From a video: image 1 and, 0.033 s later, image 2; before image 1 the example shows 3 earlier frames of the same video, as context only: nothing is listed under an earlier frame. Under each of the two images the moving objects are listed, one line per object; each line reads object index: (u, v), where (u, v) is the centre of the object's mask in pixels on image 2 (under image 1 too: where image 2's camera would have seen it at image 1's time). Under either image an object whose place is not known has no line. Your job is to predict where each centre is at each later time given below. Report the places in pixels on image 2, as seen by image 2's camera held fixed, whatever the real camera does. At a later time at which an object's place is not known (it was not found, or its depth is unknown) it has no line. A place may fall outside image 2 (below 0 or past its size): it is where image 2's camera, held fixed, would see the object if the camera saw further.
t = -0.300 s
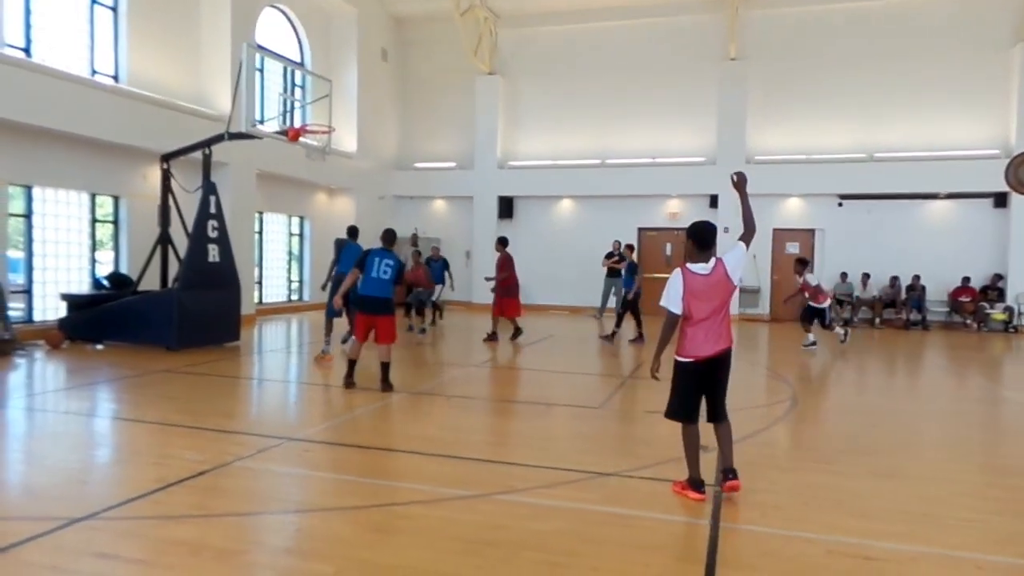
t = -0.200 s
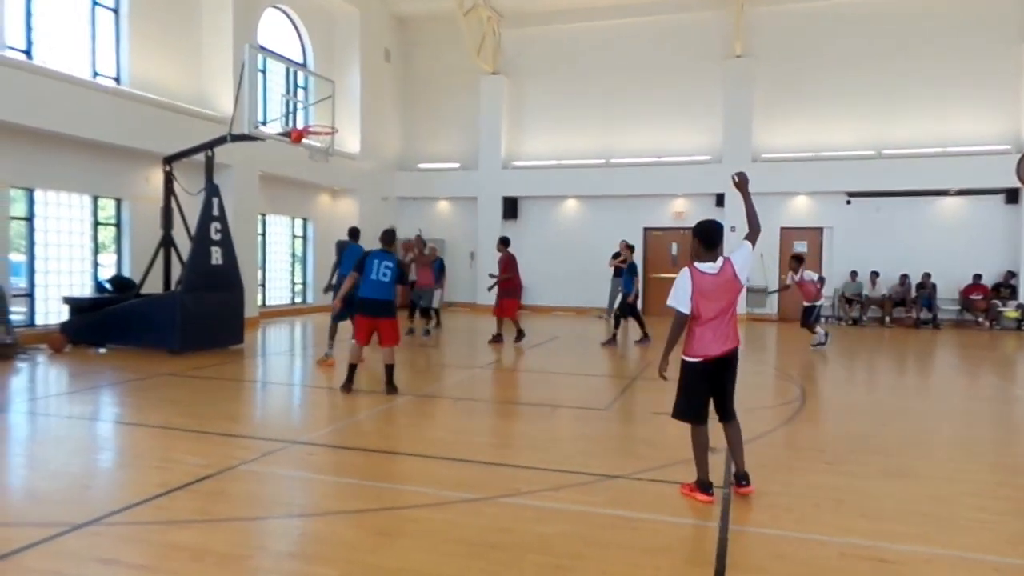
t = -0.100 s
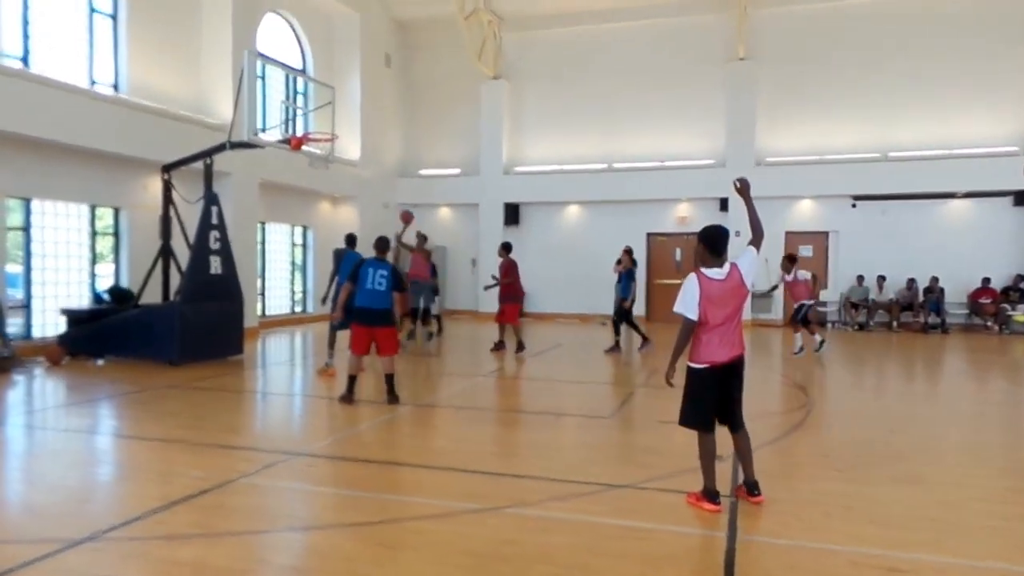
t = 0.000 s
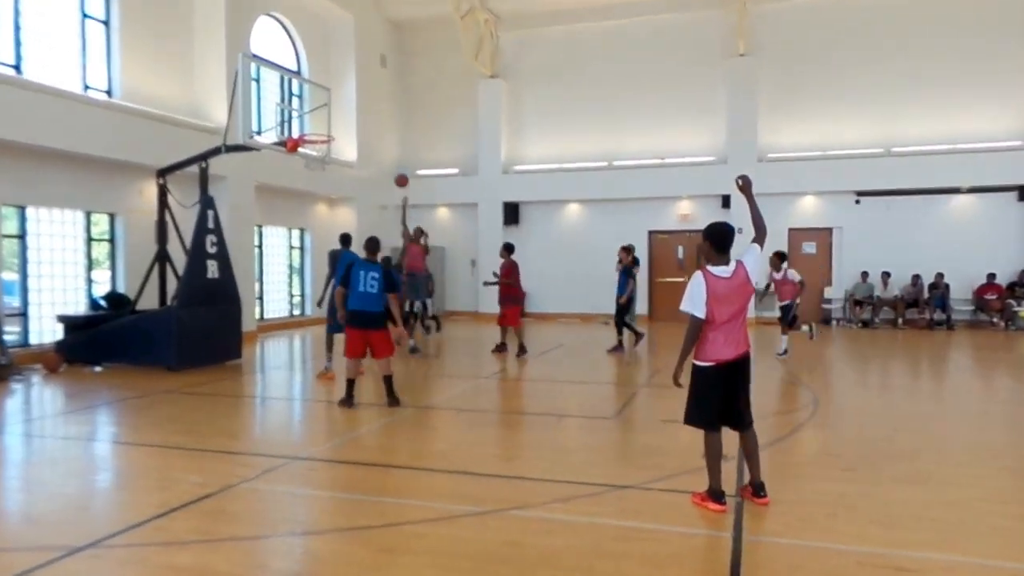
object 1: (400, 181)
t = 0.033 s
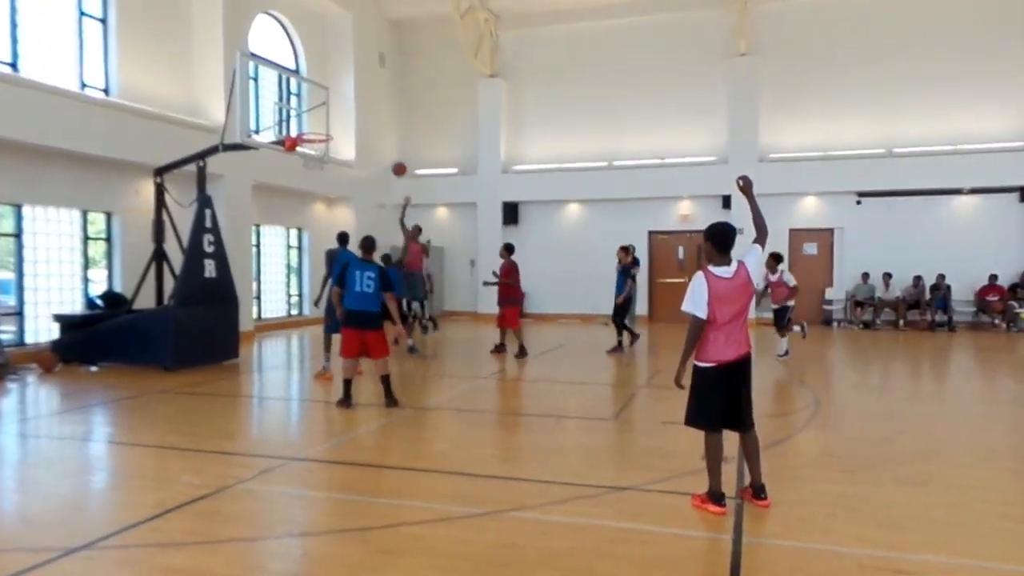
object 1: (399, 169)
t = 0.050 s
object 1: (398, 163)
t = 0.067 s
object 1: (398, 160)
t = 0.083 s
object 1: (399, 154)
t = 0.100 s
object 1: (397, 152)
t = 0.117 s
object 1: (397, 143)
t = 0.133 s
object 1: (396, 137)
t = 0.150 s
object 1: (396, 132)
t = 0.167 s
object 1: (395, 128)
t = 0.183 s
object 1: (395, 124)
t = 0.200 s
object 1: (395, 119)
